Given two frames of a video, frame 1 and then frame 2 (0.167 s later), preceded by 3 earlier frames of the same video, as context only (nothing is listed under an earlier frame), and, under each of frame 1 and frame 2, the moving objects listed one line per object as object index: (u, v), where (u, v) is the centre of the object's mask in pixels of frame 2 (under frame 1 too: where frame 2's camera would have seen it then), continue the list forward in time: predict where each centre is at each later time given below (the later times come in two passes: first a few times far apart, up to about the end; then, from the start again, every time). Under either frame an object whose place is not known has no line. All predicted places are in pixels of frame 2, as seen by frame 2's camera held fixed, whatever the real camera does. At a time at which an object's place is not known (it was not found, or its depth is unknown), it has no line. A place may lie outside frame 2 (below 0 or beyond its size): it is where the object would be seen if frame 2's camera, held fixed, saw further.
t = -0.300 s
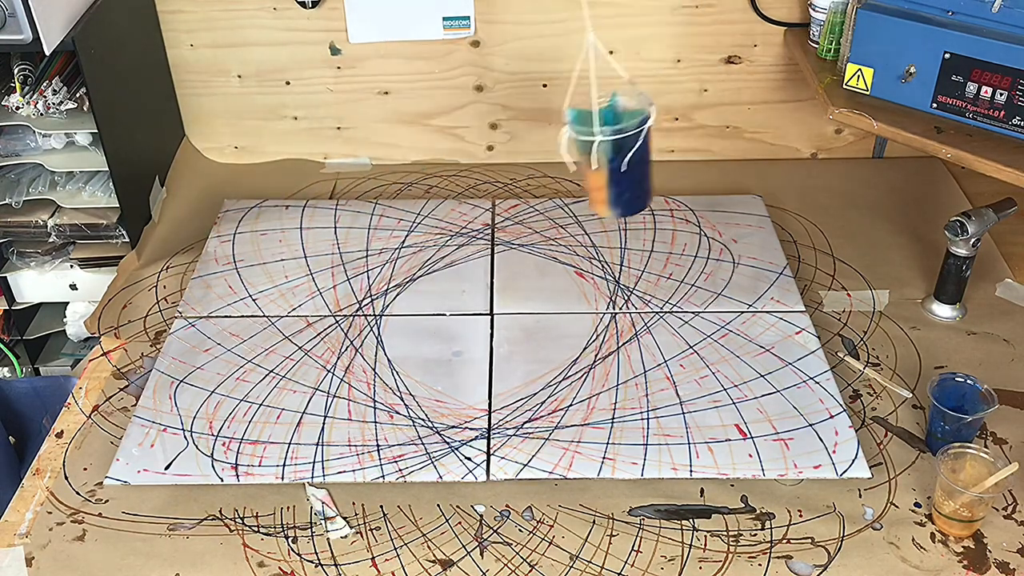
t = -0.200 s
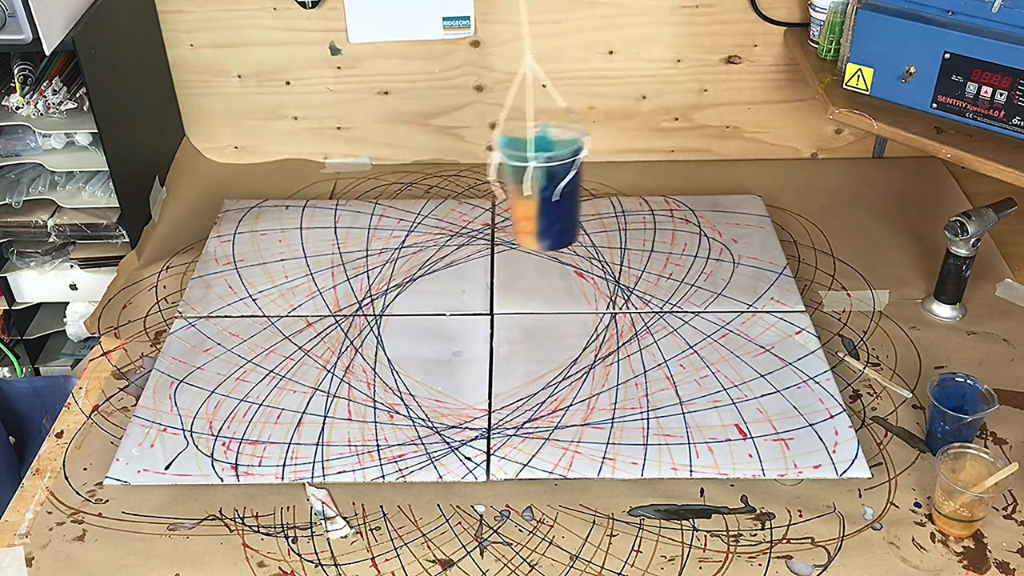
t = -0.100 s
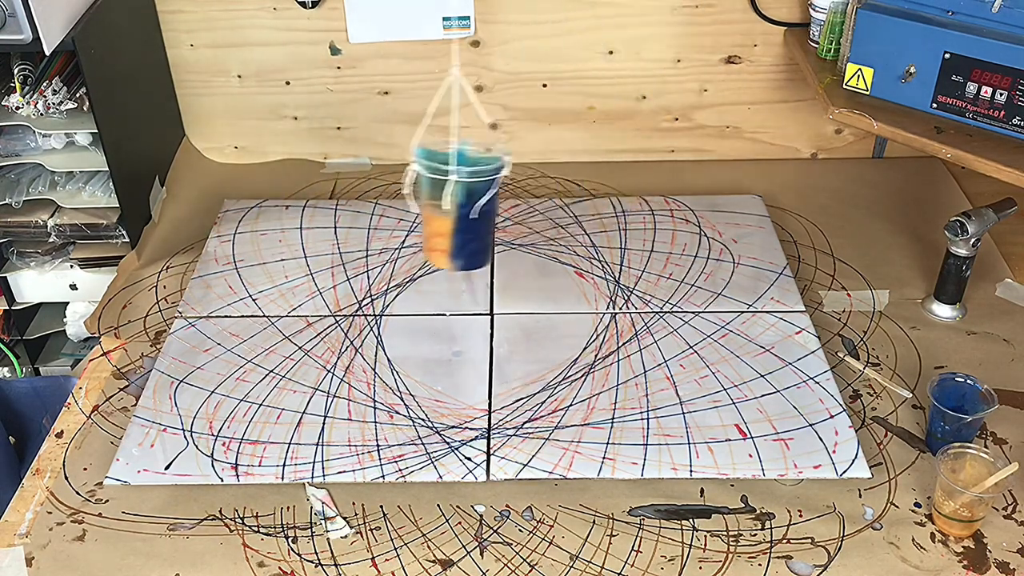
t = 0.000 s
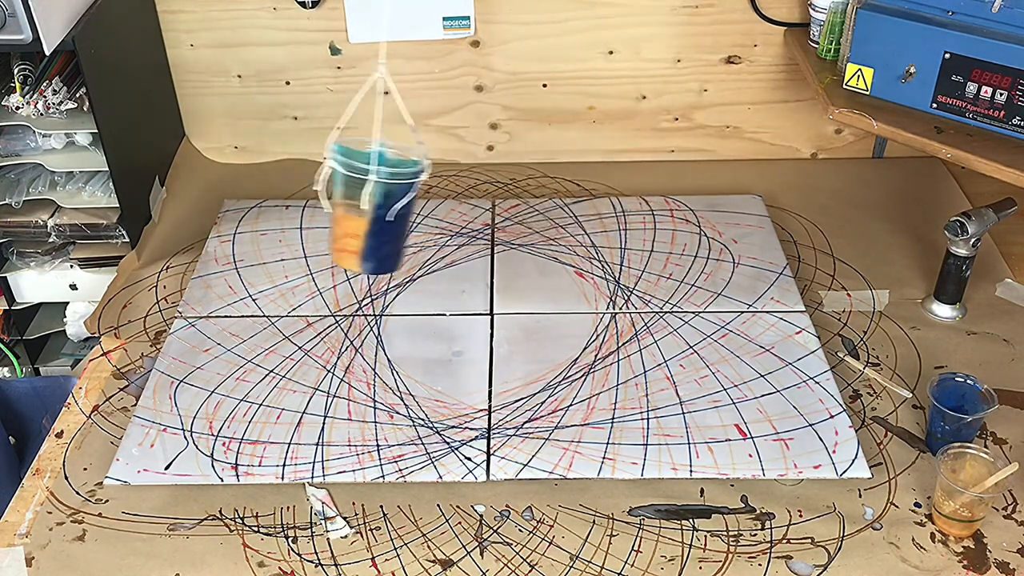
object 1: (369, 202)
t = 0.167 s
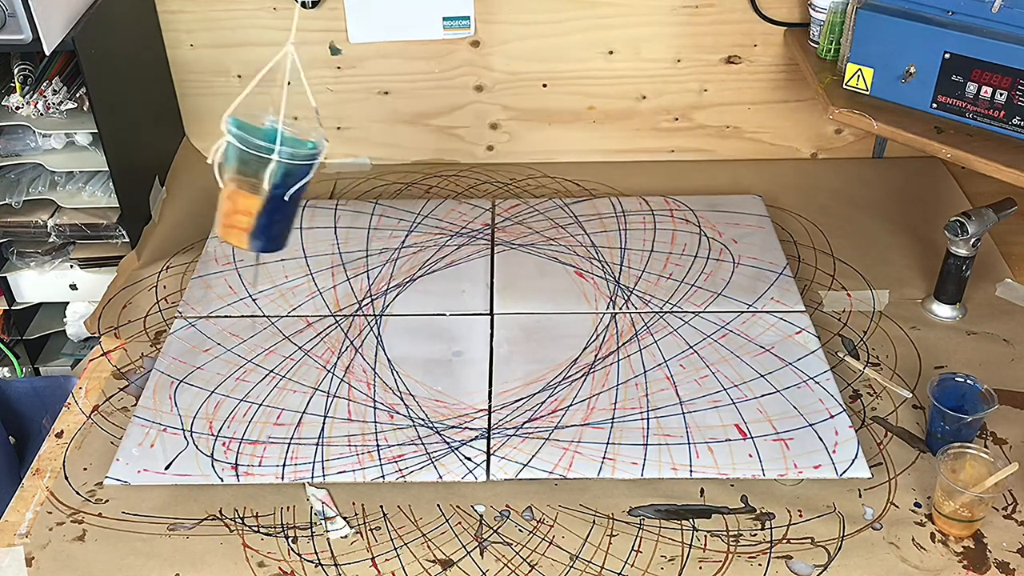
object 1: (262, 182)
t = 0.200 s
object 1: (251, 174)
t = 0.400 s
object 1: (256, 146)
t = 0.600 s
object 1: (370, 121)
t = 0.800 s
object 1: (519, 94)
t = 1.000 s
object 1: (644, 69)
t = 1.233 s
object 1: (699, 87)
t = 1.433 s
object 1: (635, 149)
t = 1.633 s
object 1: (481, 199)
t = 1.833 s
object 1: (314, 186)
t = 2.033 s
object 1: (236, 149)
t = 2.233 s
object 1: (287, 127)
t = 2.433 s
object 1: (422, 109)
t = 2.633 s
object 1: (571, 89)
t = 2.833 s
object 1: (683, 79)
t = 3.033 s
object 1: (703, 106)
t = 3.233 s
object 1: (615, 165)
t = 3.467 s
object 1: (422, 196)
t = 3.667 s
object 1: (275, 165)
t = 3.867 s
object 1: (245, 129)
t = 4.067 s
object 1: (330, 114)
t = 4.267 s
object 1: (474, 106)
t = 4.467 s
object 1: (616, 90)
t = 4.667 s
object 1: (704, 96)
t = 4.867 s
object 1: (687, 134)
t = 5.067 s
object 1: (563, 182)
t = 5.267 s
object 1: (390, 186)
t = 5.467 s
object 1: (268, 145)
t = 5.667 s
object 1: (260, 114)
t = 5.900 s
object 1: (378, 104)
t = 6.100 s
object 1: (527, 105)
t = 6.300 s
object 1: (658, 102)
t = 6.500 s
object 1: (711, 118)
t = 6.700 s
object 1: (652, 160)
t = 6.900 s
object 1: (501, 191)
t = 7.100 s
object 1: (342, 169)
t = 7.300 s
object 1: (262, 123)
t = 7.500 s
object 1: (292, 98)
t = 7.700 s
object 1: (408, 102)
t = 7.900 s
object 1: (554, 110)
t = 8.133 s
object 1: (685, 116)
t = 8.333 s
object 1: (703, 142)
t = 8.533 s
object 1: (603, 182)
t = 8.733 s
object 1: (443, 188)
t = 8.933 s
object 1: (309, 147)
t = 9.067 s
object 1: (271, 115)
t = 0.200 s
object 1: (251, 174)
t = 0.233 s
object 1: (243, 168)
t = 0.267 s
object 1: (238, 163)
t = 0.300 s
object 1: (237, 159)
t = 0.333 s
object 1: (240, 154)
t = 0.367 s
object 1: (247, 150)
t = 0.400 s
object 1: (256, 146)
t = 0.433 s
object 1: (270, 140)
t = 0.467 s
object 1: (286, 138)
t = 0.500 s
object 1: (305, 134)
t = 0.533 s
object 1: (325, 129)
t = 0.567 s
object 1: (347, 125)
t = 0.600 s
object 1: (370, 121)
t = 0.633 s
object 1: (395, 117)
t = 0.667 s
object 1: (420, 113)
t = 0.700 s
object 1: (444, 108)
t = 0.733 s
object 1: (470, 102)
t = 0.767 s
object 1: (494, 98)
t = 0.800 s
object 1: (519, 94)
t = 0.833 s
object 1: (543, 89)
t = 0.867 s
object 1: (566, 84)
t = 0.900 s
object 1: (588, 80)
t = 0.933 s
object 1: (608, 75)
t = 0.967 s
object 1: (627, 72)
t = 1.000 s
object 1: (644, 69)
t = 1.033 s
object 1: (659, 67)
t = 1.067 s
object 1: (672, 66)
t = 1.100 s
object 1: (683, 68)
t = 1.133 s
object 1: (691, 71)
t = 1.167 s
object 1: (696, 75)
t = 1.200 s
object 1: (699, 80)
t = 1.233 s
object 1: (699, 87)
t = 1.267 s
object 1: (696, 97)
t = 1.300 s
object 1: (690, 105)
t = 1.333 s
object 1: (681, 115)
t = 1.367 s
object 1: (669, 126)
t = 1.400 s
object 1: (654, 140)
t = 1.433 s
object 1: (635, 149)
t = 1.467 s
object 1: (614, 159)
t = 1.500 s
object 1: (590, 169)
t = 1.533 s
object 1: (565, 178)
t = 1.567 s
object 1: (538, 187)
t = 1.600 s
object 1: (510, 193)
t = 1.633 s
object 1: (481, 199)
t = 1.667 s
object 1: (451, 199)
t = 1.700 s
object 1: (422, 202)
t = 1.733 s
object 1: (393, 201)
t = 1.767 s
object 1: (365, 198)
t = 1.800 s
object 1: (339, 191)
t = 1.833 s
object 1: (314, 186)
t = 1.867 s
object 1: (293, 181)
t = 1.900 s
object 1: (274, 176)
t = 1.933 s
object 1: (260, 168)
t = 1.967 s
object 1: (248, 162)
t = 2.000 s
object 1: (240, 155)
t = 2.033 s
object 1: (236, 149)
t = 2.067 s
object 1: (237, 143)
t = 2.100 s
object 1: (240, 139)
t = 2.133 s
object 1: (248, 135)
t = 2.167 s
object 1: (258, 132)
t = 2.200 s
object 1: (271, 129)
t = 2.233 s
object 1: (287, 127)
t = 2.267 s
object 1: (306, 123)
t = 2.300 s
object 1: (325, 124)
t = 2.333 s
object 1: (348, 120)
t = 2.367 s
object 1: (372, 115)
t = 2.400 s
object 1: (397, 113)
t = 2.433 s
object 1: (422, 109)
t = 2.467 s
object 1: (448, 107)
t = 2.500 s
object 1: (472, 104)
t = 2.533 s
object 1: (498, 101)
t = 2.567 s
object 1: (523, 96)
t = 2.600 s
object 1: (548, 93)
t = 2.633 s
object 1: (571, 89)
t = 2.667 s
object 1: (594, 85)
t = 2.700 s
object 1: (615, 82)
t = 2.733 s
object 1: (635, 79)
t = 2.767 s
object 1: (653, 77)
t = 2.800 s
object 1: (669, 78)
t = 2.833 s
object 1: (683, 79)
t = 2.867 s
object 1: (692, 79)
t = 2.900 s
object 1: (699, 81)
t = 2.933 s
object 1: (705, 86)
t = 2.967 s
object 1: (707, 92)
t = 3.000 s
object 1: (707, 98)
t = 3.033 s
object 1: (703, 106)
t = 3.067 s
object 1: (695, 115)
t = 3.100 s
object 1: (685, 125)
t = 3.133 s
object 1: (672, 132)
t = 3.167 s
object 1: (656, 145)
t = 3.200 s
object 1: (637, 156)
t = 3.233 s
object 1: (615, 165)
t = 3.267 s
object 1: (590, 171)
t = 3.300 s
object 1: (565, 179)
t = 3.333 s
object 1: (537, 188)
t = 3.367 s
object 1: (509, 190)
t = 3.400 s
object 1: (481, 195)
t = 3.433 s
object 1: (452, 196)
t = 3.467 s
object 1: (422, 196)
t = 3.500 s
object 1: (392, 194)
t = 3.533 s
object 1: (365, 189)
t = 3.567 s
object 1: (339, 187)
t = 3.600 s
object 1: (315, 178)
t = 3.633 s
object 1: (293, 171)
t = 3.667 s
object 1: (275, 165)
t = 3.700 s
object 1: (261, 159)
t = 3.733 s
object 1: (251, 150)
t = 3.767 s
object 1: (244, 143)
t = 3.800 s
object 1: (240, 138)
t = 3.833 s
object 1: (241, 133)
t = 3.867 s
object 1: (245, 129)
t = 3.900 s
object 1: (252, 125)
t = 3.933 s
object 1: (262, 122)
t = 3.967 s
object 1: (275, 120)
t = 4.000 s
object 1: (291, 118)
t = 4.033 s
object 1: (310, 116)
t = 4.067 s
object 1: (330, 114)
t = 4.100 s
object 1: (352, 112)
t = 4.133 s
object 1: (374, 111)
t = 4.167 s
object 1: (397, 111)
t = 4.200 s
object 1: (423, 109)
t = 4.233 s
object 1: (449, 110)
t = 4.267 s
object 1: (474, 106)
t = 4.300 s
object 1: (499, 103)
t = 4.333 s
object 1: (525, 102)
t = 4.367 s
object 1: (550, 99)
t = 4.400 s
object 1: (573, 95)
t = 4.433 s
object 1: (595, 93)
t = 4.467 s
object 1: (616, 90)
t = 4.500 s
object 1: (636, 89)
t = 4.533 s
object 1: (655, 89)
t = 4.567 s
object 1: (671, 90)
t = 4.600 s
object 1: (685, 91)
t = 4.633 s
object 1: (697, 93)
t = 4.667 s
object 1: (704, 96)
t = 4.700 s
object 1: (709, 100)
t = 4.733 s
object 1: (711, 105)
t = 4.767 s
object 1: (710, 111)
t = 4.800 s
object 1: (706, 118)
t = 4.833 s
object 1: (698, 126)
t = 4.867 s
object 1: (687, 134)
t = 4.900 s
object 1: (673, 143)
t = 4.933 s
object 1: (656, 153)
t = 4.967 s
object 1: (636, 161)
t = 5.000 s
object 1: (613, 168)
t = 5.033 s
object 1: (589, 175)
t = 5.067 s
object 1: (563, 182)
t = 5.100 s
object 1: (536, 187)
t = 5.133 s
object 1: (508, 191)
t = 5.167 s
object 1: (478, 194)
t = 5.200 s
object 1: (449, 193)
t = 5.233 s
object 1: (421, 192)
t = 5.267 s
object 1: (390, 186)
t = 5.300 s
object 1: (363, 182)
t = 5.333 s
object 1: (339, 176)
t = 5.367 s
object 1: (316, 168)
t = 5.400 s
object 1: (297, 161)
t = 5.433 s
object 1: (280, 154)
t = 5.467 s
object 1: (268, 145)
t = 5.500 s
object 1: (258, 138)
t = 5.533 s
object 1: (252, 132)
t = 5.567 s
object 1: (249, 126)
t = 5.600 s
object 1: (250, 121)
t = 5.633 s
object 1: (253, 118)
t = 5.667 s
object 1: (260, 114)
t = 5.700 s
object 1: (270, 111)
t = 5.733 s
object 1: (283, 109)
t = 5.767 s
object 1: (299, 107)
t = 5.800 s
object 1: (317, 106)
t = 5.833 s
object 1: (336, 105)
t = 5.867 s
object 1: (356, 105)
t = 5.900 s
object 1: (378, 104)
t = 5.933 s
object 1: (402, 106)
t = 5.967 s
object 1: (426, 106)
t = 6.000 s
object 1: (451, 106)
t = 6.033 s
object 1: (477, 105)
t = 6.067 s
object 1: (502, 106)
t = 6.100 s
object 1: (527, 105)
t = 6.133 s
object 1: (551, 105)
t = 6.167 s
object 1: (575, 104)
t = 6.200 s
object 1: (599, 104)
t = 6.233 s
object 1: (620, 101)
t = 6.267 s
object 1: (640, 102)
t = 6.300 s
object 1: (658, 102)
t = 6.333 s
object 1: (673, 102)
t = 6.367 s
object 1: (686, 104)
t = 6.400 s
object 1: (696, 107)
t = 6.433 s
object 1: (704, 109)
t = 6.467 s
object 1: (709, 113)
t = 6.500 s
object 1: (711, 118)
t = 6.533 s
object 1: (710, 124)
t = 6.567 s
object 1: (705, 130)
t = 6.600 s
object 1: (696, 137)
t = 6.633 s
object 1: (685, 145)
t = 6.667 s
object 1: (670, 152)
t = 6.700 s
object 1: (652, 160)
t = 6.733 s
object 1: (632, 168)
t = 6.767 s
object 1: (609, 175)
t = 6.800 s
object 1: (584, 181)
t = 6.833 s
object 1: (558, 186)
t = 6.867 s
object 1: (529, 191)
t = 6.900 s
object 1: (501, 191)
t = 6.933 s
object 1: (473, 191)
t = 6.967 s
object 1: (444, 189)
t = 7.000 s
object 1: (417, 185)
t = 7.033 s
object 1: (390, 182)
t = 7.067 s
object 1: (365, 176)
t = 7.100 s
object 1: (342, 169)
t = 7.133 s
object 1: (321, 161)
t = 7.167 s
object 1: (303, 152)
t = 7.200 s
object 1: (289, 144)
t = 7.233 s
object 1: (277, 136)
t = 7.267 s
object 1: (268, 129)
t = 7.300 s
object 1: (262, 123)
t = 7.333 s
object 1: (260, 117)
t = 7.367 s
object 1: (260, 110)
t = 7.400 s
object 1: (263, 105)
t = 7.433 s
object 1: (270, 102)
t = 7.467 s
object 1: (280, 100)
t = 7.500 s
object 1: (292, 98)
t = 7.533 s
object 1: (307, 97)
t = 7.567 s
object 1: (324, 96)
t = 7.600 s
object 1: (343, 96)
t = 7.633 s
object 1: (363, 96)
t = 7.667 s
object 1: (386, 98)
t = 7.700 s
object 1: (408, 102)
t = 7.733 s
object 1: (432, 102)
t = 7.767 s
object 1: (456, 102)
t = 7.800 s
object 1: (481, 108)
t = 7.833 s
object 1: (506, 107)
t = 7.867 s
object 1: (530, 108)
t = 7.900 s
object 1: (554, 110)
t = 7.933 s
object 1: (577, 110)
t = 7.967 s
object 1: (600, 110)
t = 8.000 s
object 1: (620, 110)
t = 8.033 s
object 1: (639, 112)
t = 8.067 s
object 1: (657, 113)
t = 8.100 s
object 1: (672, 114)
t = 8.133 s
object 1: (685, 116)
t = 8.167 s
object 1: (695, 119)
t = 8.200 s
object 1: (703, 122)
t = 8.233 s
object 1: (707, 125)
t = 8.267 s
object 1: (709, 130)
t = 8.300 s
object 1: (707, 136)
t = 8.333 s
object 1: (703, 142)
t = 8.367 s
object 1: (692, 147)
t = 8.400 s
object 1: (682, 156)
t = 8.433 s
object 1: (664, 164)
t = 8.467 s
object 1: (646, 171)
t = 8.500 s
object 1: (626, 177)
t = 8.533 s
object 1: (603, 182)
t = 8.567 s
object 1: (579, 187)
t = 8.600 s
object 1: (553, 190)
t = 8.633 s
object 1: (525, 193)
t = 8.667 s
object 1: (498, 192)
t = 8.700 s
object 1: (470, 190)
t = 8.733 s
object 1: (443, 188)
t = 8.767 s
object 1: (415, 184)
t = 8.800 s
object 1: (390, 178)
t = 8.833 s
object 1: (366, 172)
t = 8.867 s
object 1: (345, 164)
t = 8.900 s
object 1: (326, 156)
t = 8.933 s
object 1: (309, 147)
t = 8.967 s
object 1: (295, 139)
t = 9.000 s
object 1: (284, 129)
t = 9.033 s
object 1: (276, 122)
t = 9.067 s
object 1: (271, 115)
